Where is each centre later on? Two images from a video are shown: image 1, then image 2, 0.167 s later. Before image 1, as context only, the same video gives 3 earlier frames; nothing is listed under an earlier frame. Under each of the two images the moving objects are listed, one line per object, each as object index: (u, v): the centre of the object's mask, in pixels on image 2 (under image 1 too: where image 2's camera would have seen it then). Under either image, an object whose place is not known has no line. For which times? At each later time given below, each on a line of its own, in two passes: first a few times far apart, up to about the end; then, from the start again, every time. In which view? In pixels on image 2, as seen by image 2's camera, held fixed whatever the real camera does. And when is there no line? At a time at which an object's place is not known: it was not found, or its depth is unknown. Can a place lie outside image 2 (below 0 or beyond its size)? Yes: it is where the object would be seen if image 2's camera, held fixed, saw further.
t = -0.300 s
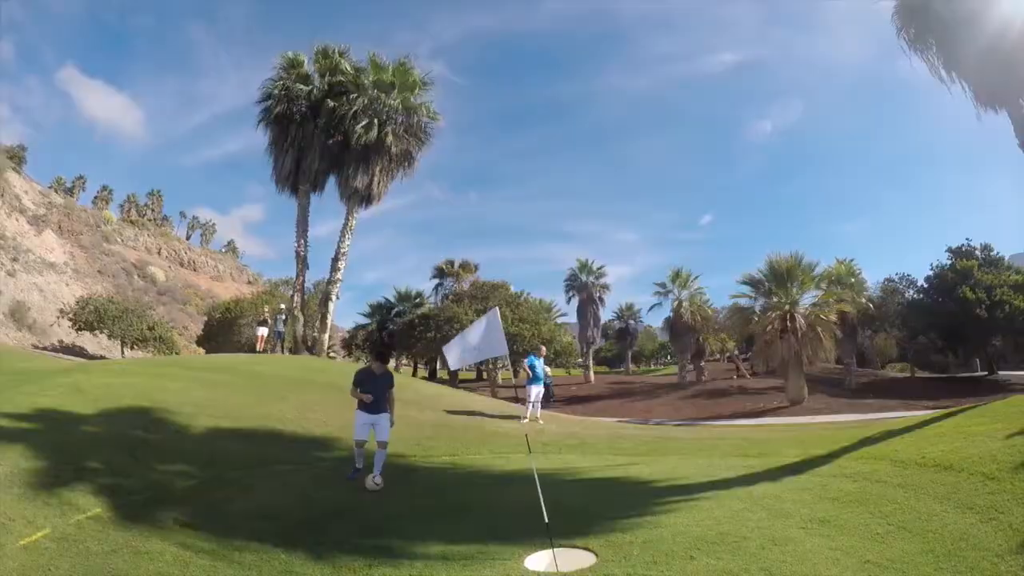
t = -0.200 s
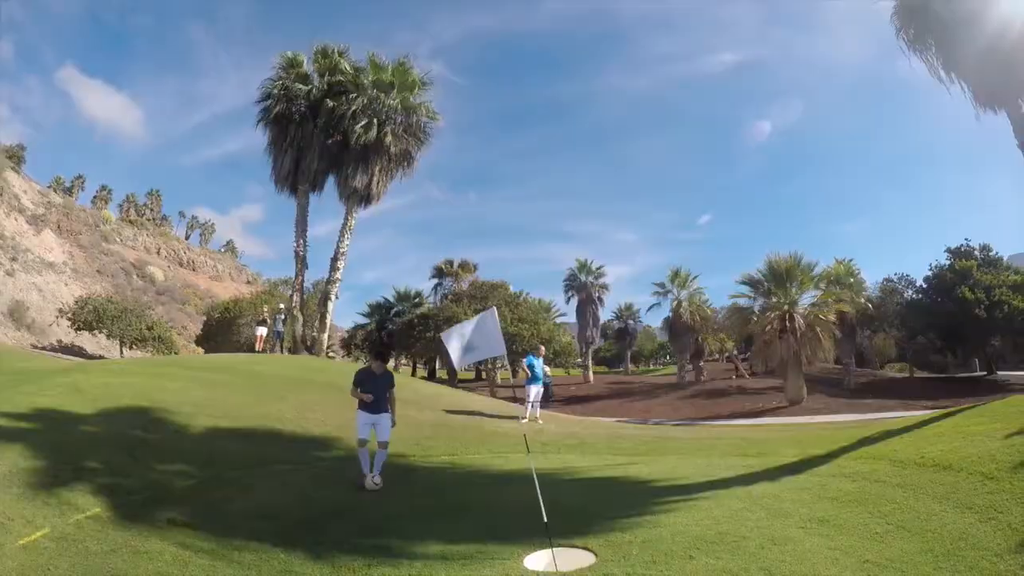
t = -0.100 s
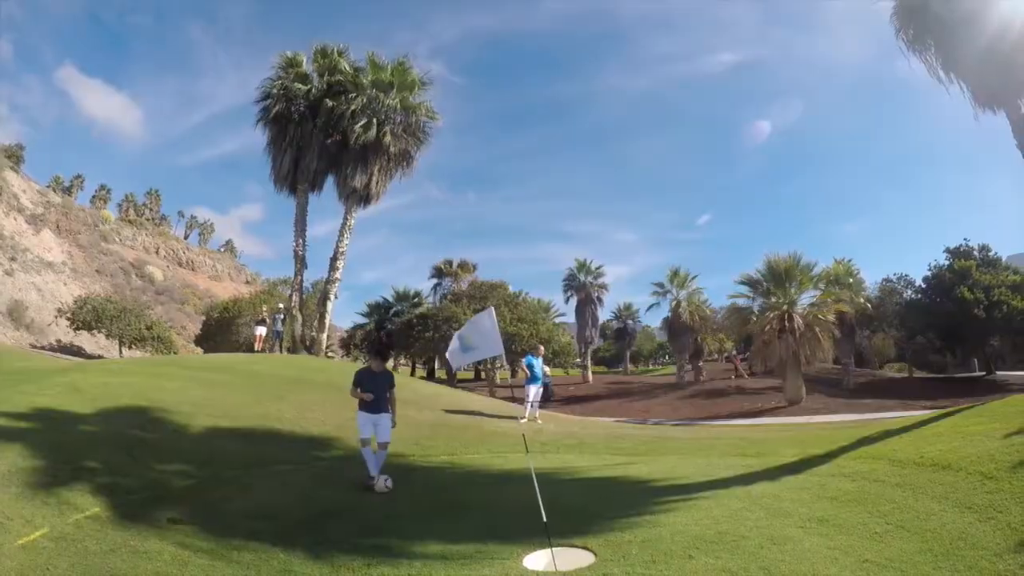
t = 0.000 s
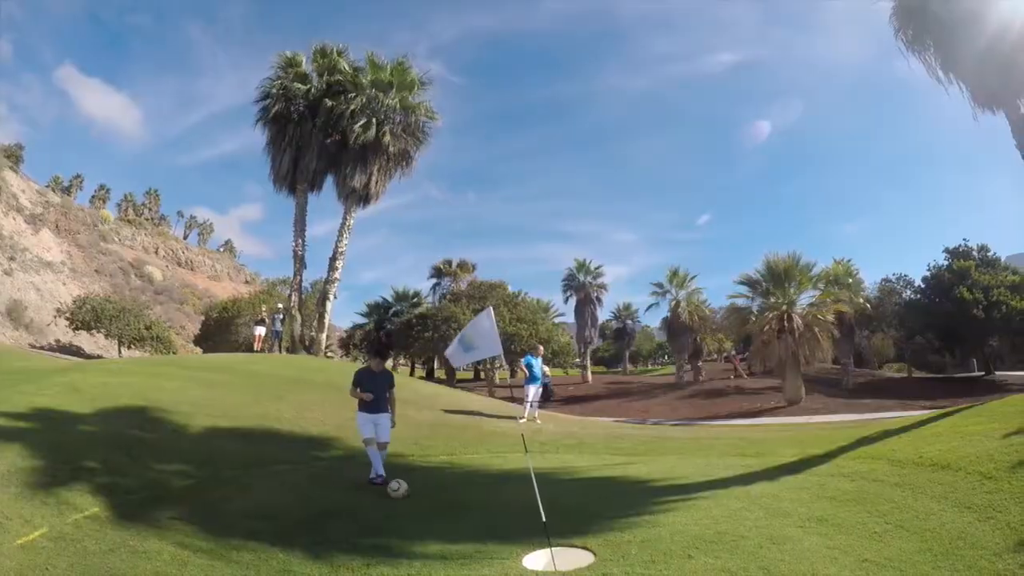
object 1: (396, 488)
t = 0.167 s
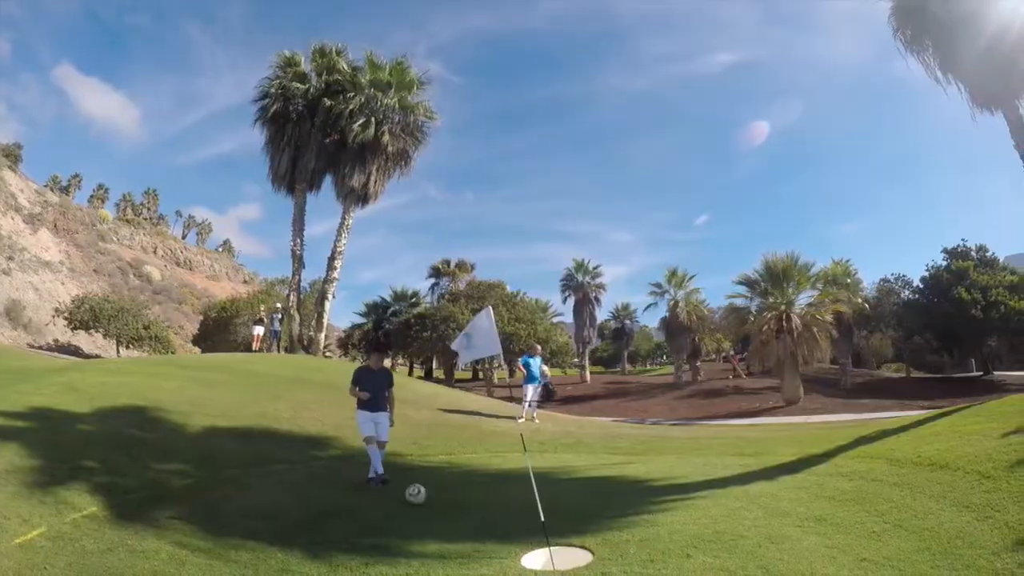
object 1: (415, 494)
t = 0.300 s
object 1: (431, 499)
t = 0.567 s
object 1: (460, 512)
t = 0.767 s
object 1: (483, 520)
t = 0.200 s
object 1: (420, 496)
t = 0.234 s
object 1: (423, 497)
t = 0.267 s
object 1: (427, 498)
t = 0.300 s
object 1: (431, 499)
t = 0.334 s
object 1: (434, 502)
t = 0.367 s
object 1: (438, 504)
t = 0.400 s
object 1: (442, 505)
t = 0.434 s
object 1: (445, 506)
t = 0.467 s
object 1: (448, 508)
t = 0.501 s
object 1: (452, 509)
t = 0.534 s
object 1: (456, 511)
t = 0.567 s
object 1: (460, 512)
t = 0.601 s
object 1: (464, 514)
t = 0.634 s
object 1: (467, 515)
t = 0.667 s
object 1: (471, 517)
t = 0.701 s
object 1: (475, 518)
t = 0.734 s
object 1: (479, 519)
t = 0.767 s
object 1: (483, 520)
